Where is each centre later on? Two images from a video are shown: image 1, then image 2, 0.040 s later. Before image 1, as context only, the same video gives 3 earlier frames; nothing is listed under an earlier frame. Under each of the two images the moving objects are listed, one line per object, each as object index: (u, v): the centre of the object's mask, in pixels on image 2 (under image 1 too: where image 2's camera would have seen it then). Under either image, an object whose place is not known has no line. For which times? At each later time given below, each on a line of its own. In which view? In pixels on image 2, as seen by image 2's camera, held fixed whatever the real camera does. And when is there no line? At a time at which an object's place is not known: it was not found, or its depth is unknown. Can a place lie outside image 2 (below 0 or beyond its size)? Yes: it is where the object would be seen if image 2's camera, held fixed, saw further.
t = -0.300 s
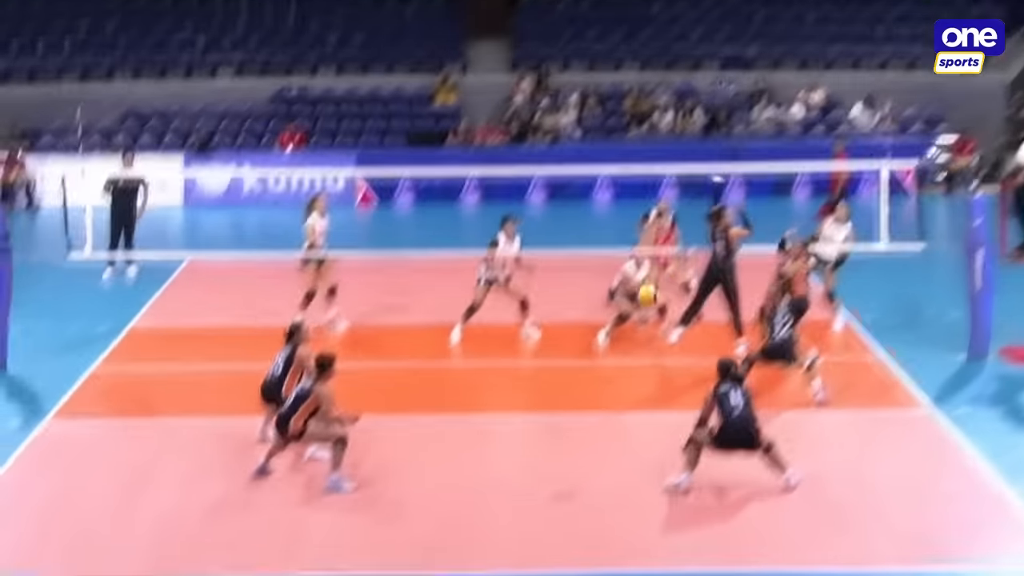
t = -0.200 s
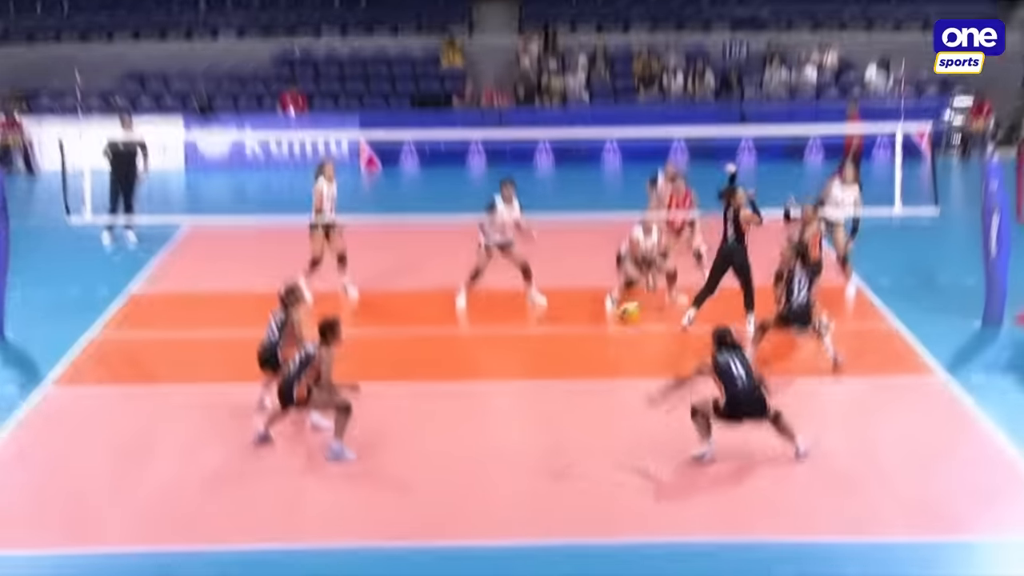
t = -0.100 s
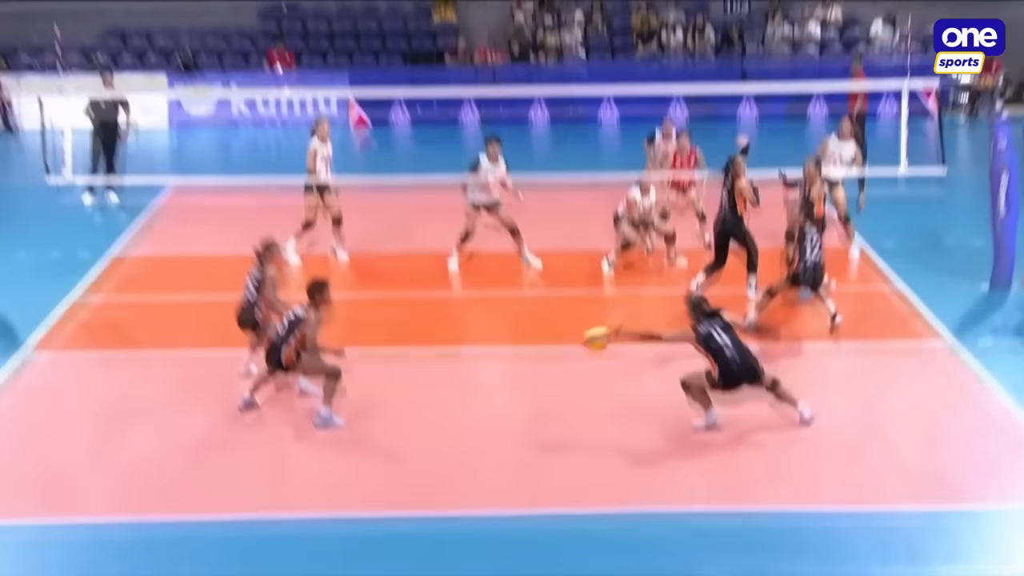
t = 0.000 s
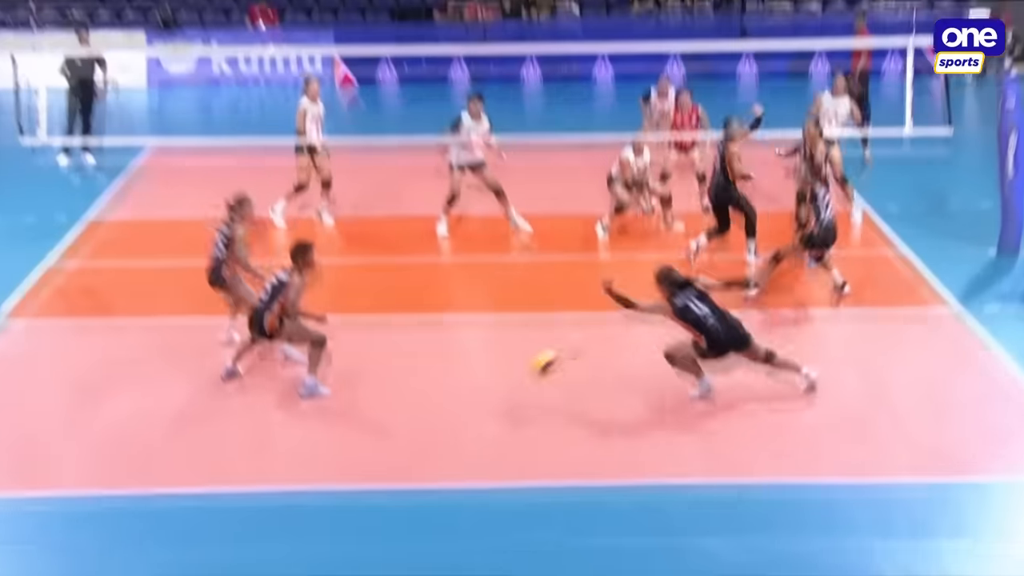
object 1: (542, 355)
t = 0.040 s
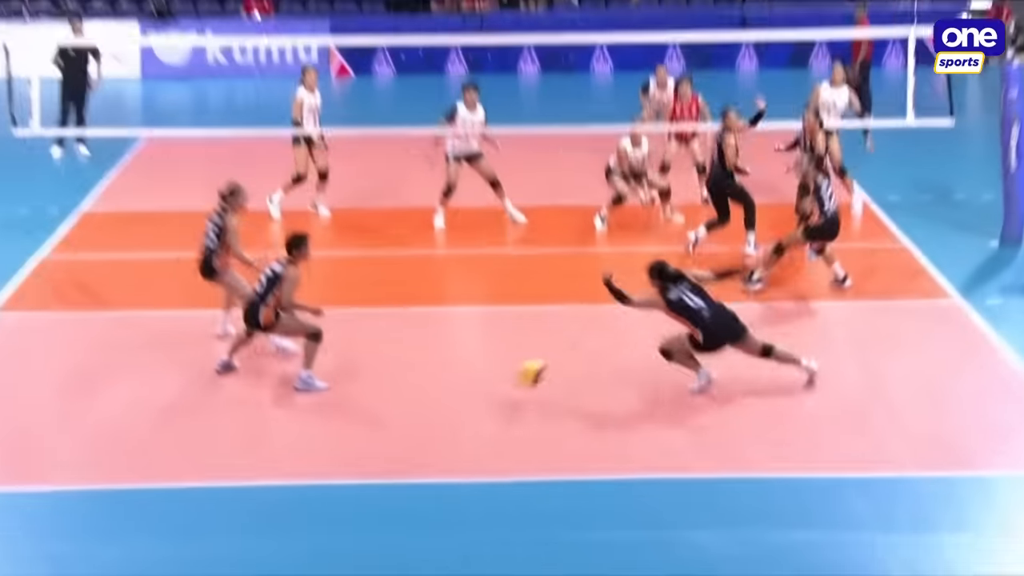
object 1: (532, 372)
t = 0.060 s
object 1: (525, 381)
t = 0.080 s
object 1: (520, 385)
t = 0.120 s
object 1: (496, 390)
